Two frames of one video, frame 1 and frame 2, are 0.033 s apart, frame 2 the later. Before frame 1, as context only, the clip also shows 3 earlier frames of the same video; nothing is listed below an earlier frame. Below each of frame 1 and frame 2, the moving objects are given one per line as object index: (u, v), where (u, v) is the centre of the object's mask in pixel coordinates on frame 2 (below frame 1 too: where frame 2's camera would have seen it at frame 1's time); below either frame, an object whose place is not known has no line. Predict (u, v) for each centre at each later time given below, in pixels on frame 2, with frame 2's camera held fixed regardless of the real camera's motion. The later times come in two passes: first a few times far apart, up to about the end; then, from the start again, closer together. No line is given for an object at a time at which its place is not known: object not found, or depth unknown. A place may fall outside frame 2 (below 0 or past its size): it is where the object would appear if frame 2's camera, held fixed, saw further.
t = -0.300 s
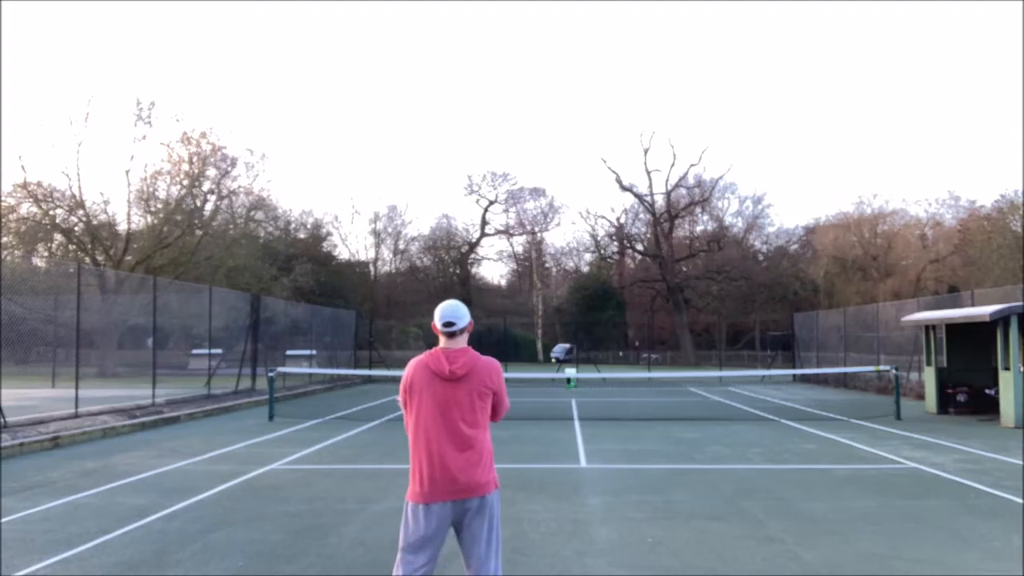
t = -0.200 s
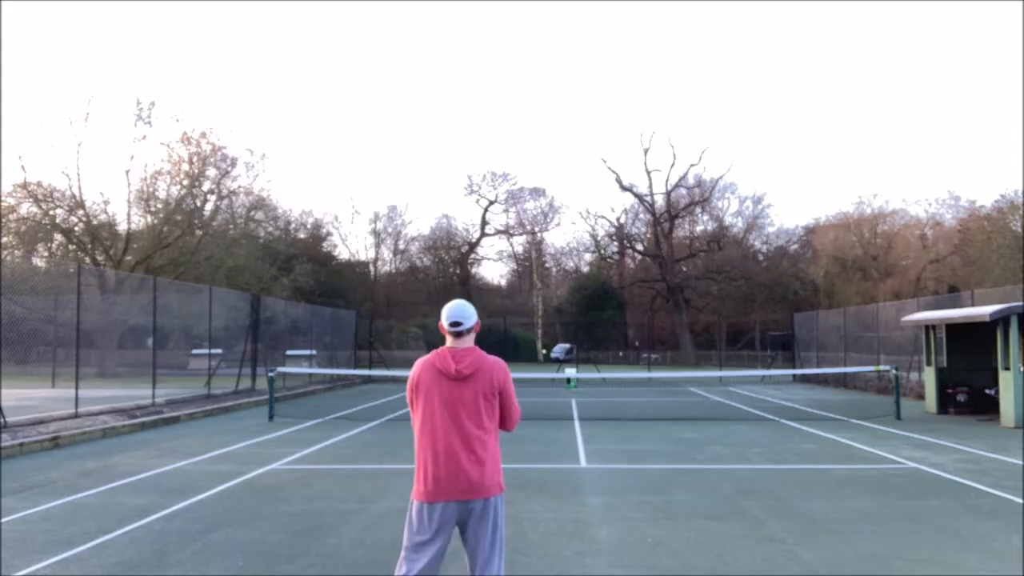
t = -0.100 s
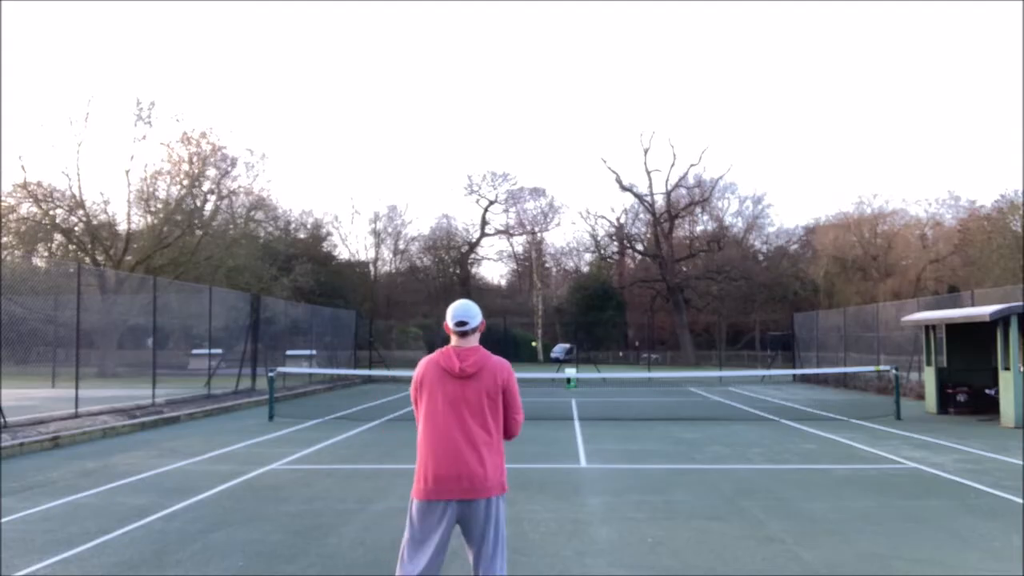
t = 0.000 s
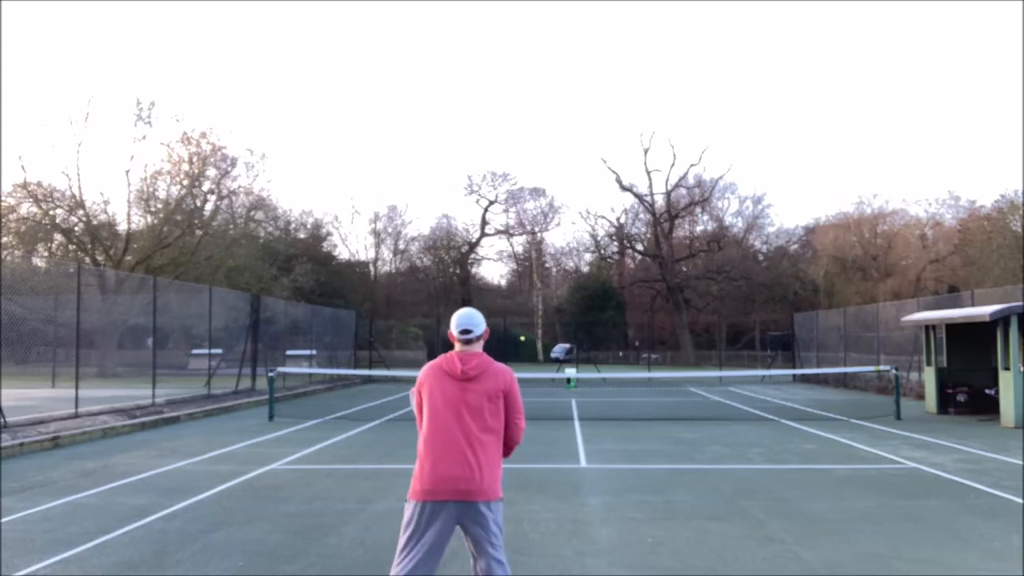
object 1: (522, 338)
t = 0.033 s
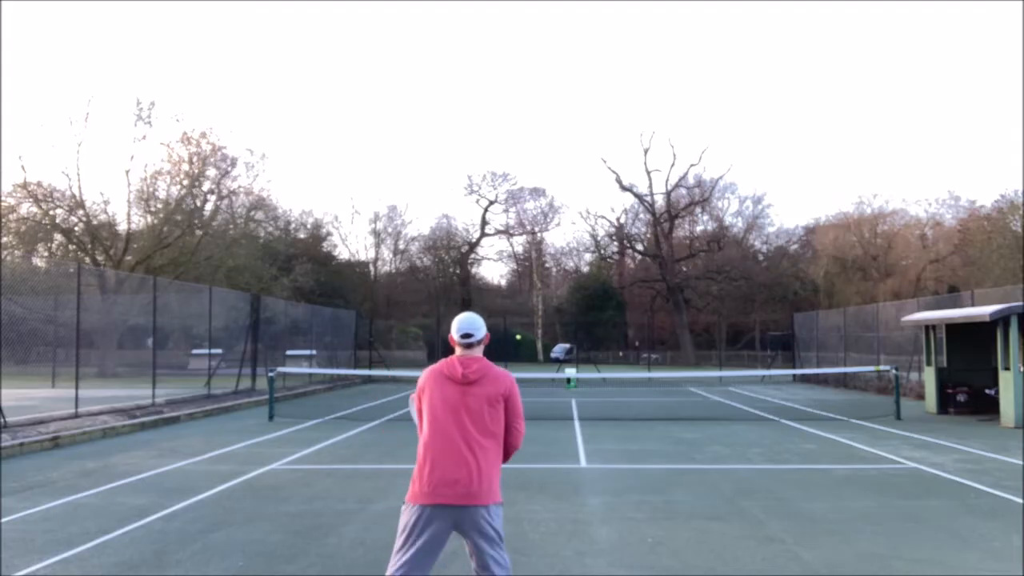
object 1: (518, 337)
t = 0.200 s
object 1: (494, 335)
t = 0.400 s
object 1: (458, 348)
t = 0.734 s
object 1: (357, 442)
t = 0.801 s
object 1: (326, 481)
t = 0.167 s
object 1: (499, 335)
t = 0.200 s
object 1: (494, 335)
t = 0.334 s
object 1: (471, 342)
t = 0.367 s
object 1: (465, 345)
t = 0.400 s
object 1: (458, 348)
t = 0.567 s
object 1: (416, 380)
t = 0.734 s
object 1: (357, 442)
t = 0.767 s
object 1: (342, 461)
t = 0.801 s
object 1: (326, 481)
